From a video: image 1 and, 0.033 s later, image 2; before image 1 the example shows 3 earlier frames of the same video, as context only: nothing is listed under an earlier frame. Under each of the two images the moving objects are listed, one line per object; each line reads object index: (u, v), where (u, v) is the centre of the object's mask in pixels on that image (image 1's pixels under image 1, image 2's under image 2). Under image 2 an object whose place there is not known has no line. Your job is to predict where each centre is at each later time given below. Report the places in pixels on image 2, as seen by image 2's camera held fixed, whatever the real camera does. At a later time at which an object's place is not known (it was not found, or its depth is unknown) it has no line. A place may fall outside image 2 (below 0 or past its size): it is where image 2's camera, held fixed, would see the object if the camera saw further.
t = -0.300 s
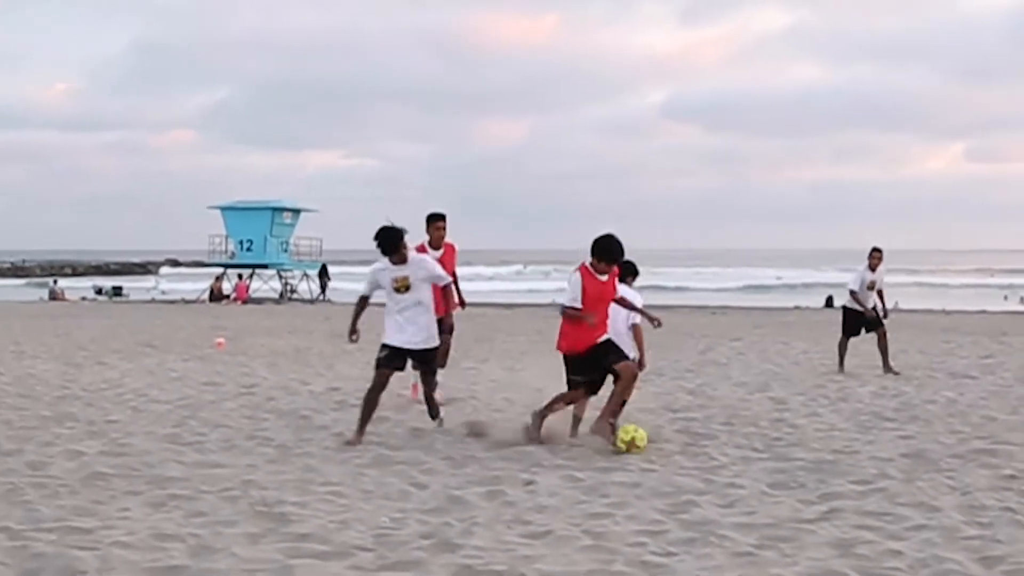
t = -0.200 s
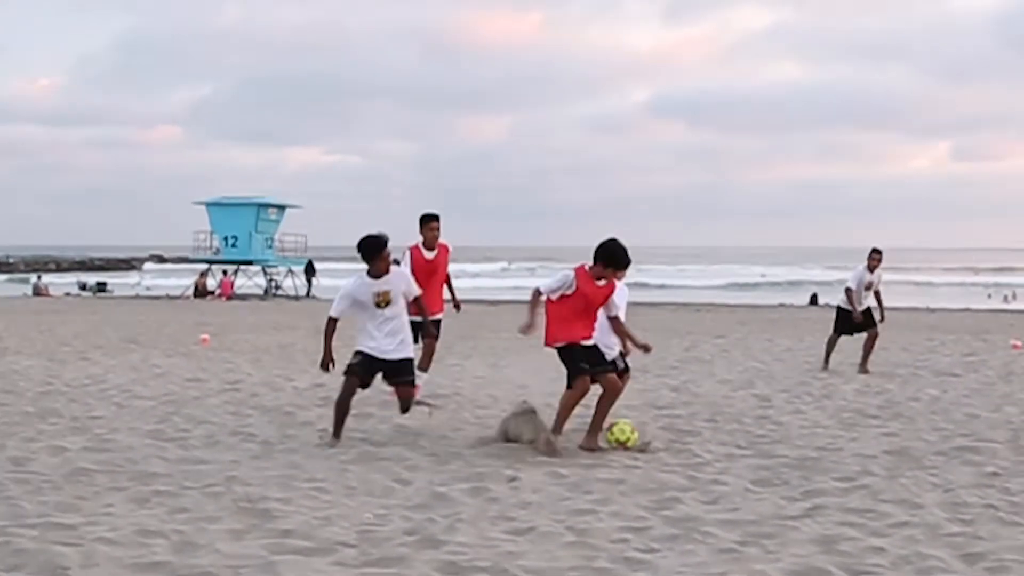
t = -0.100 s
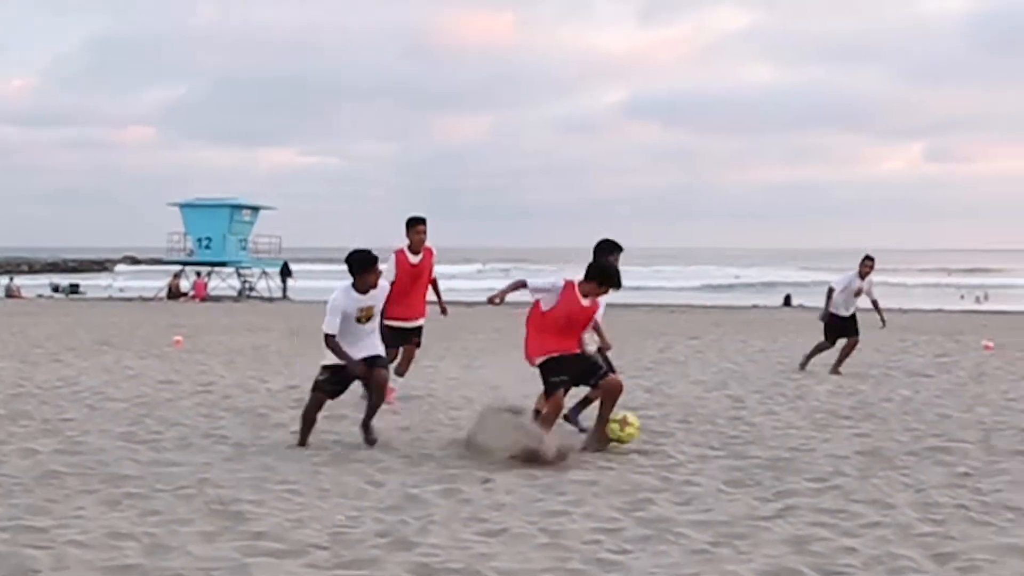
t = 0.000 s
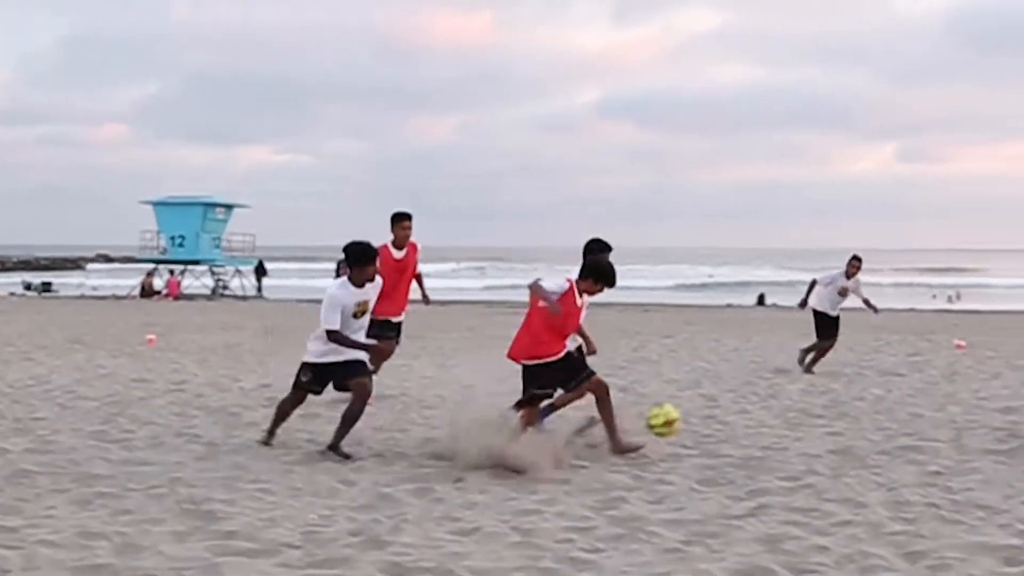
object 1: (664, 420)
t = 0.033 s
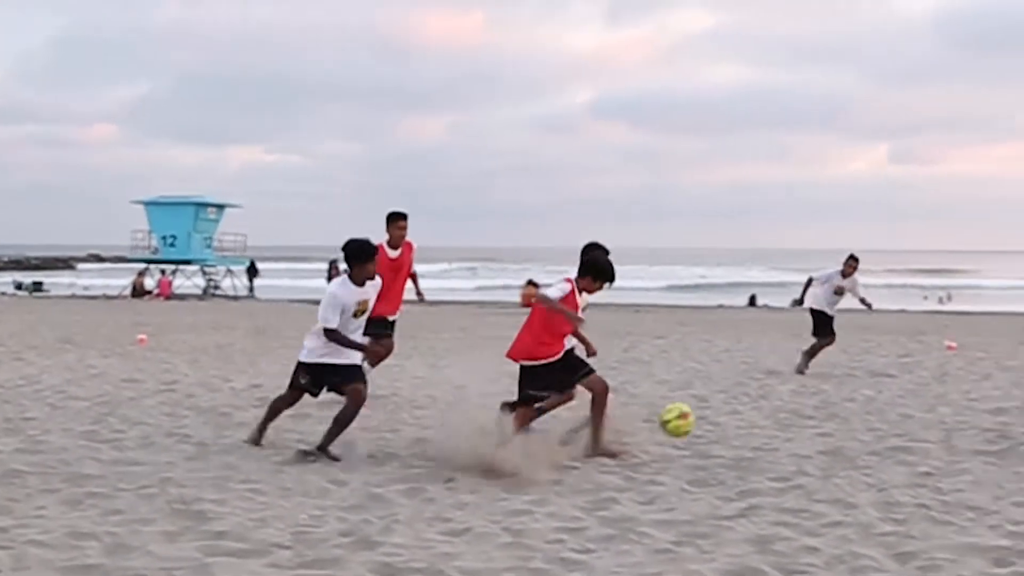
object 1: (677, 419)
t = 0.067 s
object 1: (709, 422)
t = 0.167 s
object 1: (782, 437)
